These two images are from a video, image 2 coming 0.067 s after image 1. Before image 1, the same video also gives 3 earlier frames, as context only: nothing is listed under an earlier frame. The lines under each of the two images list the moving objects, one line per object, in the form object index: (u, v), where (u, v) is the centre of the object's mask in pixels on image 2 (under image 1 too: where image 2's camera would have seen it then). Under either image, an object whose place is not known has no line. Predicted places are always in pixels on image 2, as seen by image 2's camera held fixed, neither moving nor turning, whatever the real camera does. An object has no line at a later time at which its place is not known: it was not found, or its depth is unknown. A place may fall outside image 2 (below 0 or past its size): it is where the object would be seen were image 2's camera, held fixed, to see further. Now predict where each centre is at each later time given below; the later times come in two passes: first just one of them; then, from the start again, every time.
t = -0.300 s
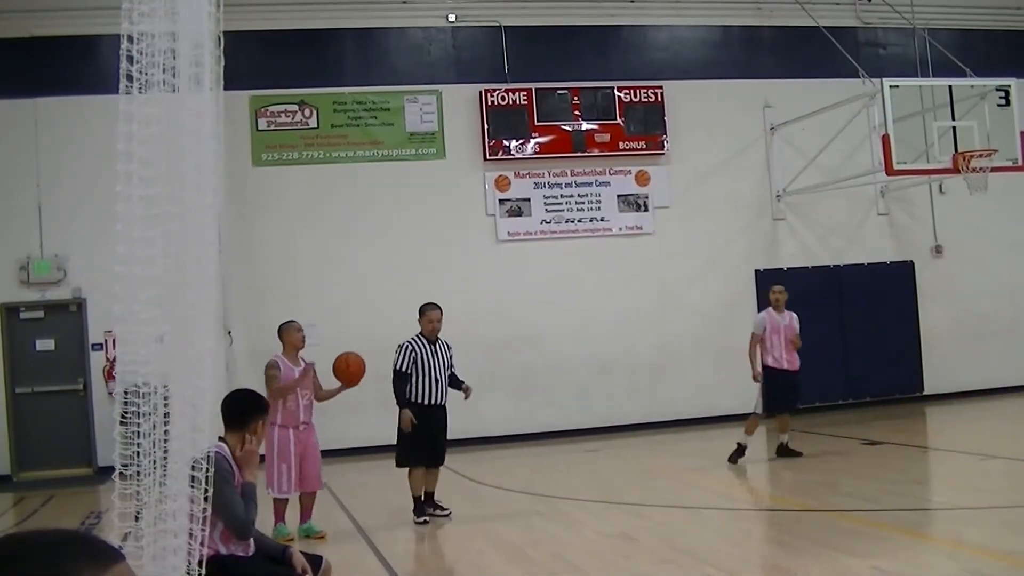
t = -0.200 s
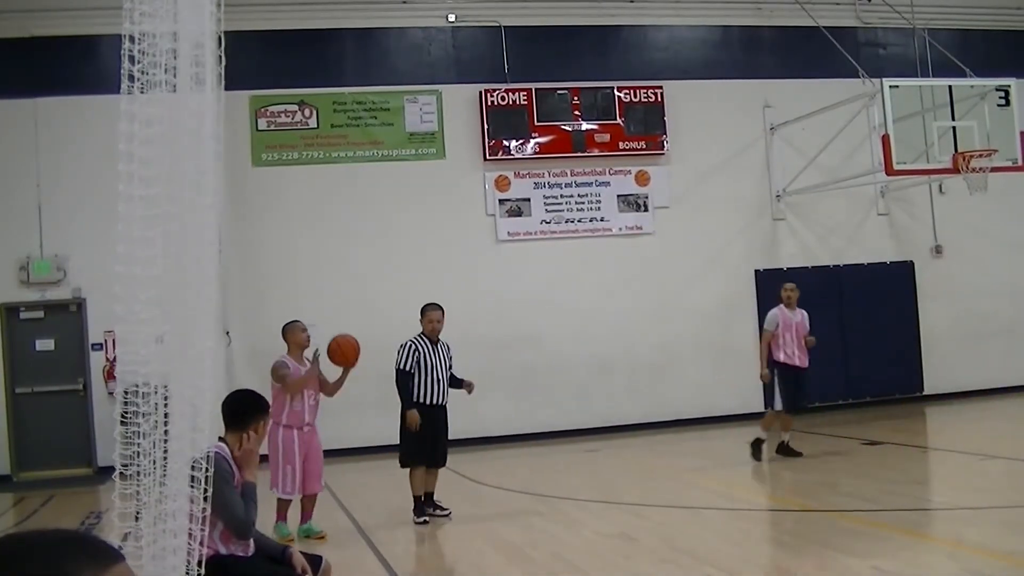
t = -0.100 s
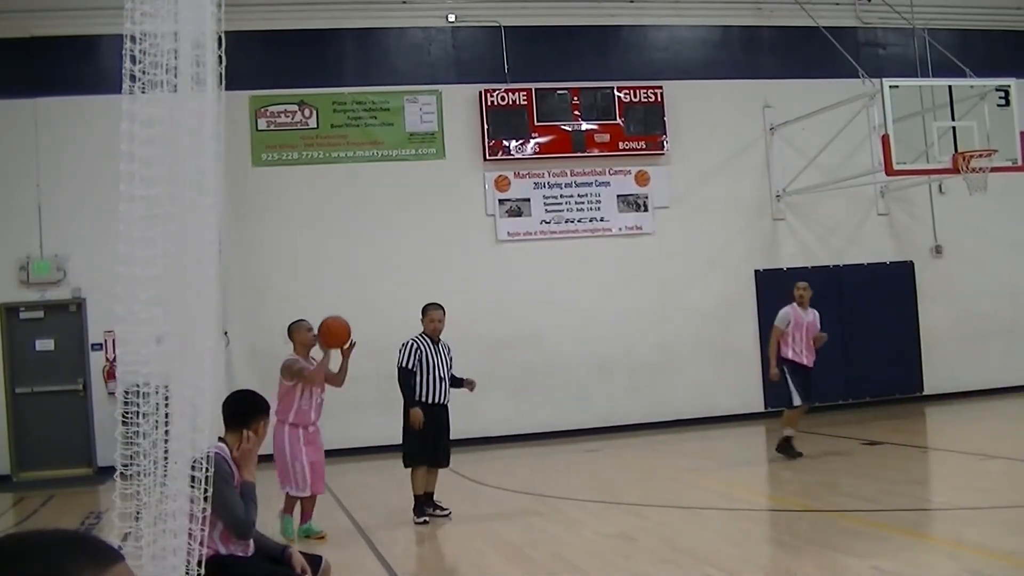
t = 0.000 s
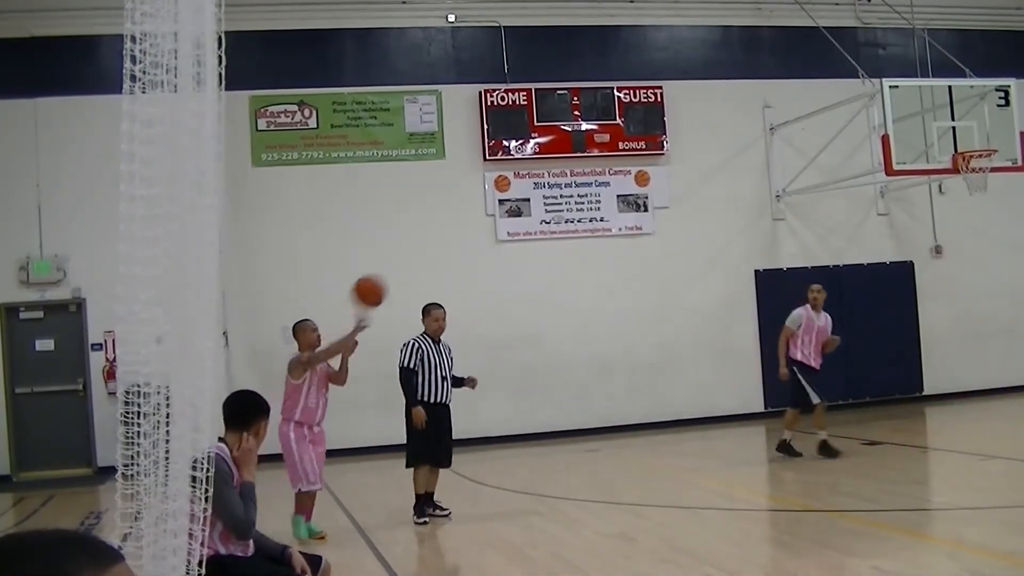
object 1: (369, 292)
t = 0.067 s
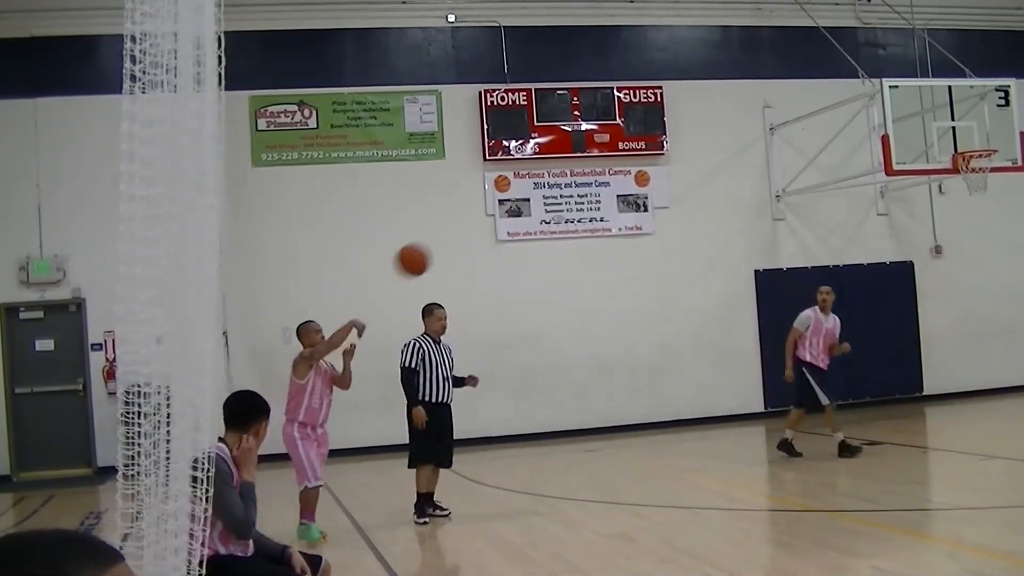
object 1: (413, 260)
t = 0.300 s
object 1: (573, 198)
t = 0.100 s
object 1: (435, 246)
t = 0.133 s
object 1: (457, 234)
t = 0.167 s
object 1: (480, 224)
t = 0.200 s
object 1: (503, 215)
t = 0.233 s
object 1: (525, 208)
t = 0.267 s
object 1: (550, 203)
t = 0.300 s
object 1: (573, 198)
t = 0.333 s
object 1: (596, 195)
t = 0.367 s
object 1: (619, 194)
